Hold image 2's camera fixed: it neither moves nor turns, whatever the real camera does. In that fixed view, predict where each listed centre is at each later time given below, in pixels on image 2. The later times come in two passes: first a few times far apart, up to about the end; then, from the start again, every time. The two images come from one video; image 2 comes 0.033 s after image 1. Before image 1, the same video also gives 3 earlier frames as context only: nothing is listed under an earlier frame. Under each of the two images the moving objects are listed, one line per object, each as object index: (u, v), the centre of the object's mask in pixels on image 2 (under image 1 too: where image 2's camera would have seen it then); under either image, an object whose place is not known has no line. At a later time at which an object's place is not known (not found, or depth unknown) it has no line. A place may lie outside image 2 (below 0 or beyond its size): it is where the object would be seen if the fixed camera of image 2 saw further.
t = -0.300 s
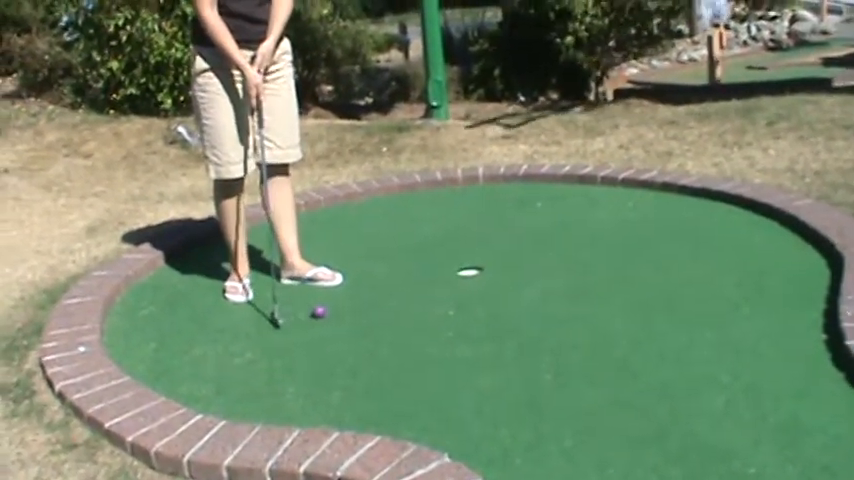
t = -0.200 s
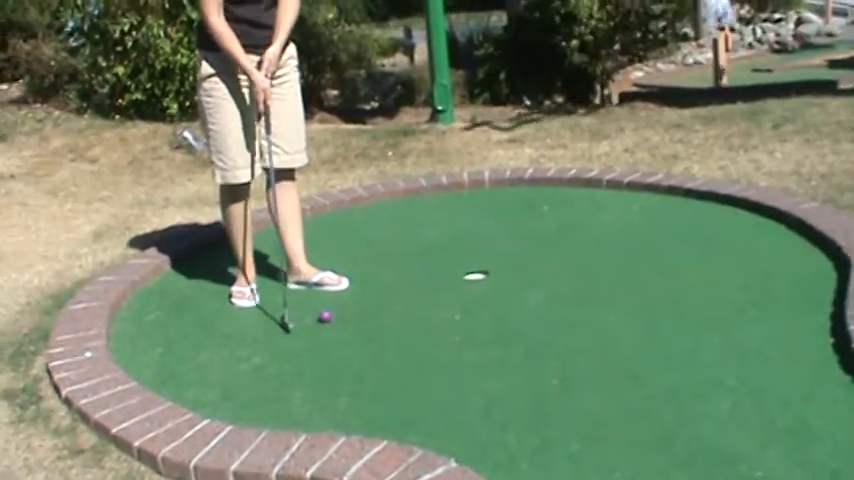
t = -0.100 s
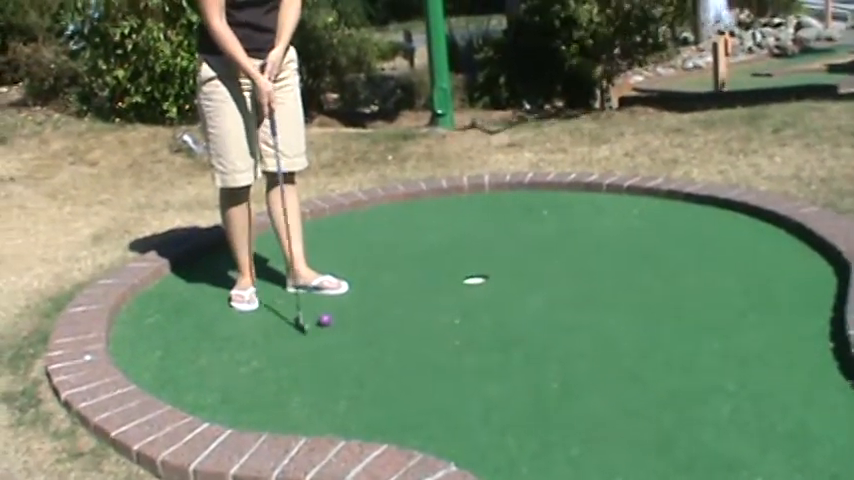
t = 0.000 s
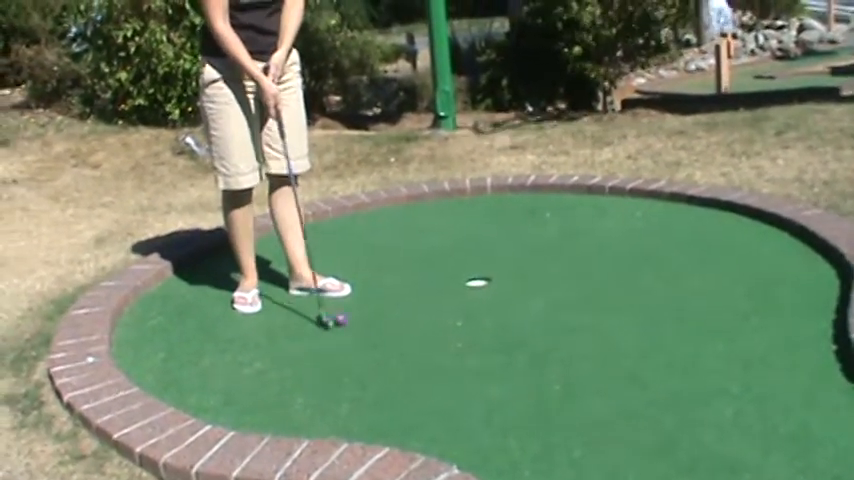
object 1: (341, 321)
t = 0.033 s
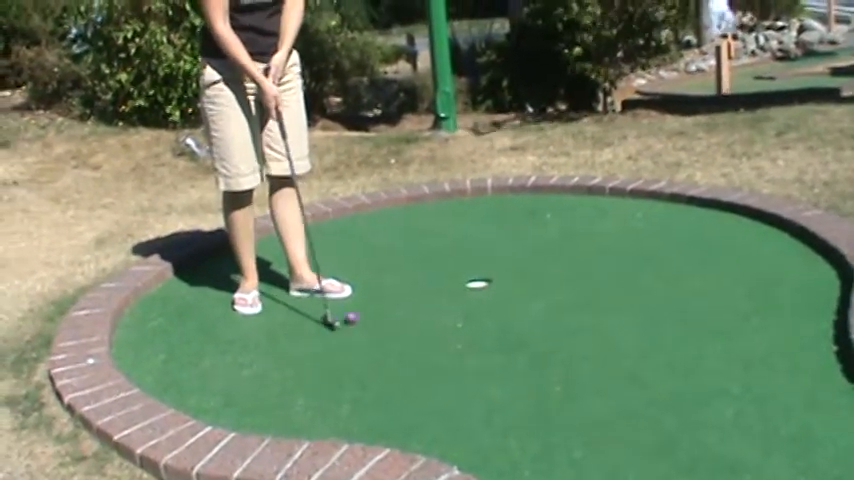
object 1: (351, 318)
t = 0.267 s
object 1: (403, 303)
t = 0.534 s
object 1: (453, 289)
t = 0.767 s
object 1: (489, 278)
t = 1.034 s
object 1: (522, 271)
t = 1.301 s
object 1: (550, 265)
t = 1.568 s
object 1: (572, 259)
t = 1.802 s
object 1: (587, 257)
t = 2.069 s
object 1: (597, 255)
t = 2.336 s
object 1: (602, 254)
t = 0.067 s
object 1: (358, 316)
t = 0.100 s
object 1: (367, 313)
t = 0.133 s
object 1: (374, 311)
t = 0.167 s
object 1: (381, 310)
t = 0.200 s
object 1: (389, 307)
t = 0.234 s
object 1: (396, 305)
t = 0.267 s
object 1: (403, 303)
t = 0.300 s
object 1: (410, 301)
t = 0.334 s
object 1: (417, 300)
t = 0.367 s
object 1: (423, 298)
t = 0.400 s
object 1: (430, 296)
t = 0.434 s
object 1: (436, 294)
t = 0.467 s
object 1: (442, 293)
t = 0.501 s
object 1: (448, 290)
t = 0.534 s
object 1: (453, 289)
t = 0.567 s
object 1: (458, 288)
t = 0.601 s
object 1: (464, 287)
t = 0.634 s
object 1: (469, 285)
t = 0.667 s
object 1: (474, 283)
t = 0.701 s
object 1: (481, 281)
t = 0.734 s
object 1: (485, 280)
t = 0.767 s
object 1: (489, 278)
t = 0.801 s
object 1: (492, 278)
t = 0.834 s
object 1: (500, 277)
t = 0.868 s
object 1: (502, 276)
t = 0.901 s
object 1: (507, 274)
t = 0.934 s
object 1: (510, 274)
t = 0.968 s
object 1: (513, 273)
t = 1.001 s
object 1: (517, 272)
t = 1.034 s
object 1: (522, 271)
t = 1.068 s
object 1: (526, 270)
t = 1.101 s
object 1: (529, 269)
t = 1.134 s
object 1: (532, 268)
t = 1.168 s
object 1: (536, 267)
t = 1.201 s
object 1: (539, 267)
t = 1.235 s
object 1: (543, 266)
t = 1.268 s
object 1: (546, 265)
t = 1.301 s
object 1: (550, 265)
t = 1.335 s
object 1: (552, 265)
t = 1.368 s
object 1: (555, 263)
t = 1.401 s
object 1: (559, 262)
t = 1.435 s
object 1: (561, 262)
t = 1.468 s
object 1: (564, 261)
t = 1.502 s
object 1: (567, 261)
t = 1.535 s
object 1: (569, 260)
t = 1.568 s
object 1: (572, 259)
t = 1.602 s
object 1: (574, 259)
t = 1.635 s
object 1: (577, 259)
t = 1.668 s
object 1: (579, 258)
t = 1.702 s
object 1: (581, 258)
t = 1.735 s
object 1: (583, 257)
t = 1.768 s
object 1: (585, 257)
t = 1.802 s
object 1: (587, 257)
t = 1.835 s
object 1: (588, 256)
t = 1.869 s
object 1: (589, 256)
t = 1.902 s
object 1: (591, 256)
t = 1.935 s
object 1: (592, 256)
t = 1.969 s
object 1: (594, 255)
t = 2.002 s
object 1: (595, 255)
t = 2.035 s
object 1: (595, 255)
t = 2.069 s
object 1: (597, 255)
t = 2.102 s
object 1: (598, 254)
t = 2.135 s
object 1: (598, 254)
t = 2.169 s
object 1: (599, 254)
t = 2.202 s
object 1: (600, 254)
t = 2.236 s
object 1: (600, 254)
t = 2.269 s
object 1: (601, 254)
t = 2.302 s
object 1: (601, 254)
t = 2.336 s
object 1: (602, 254)
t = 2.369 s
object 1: (601, 254)
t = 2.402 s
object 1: (602, 254)
